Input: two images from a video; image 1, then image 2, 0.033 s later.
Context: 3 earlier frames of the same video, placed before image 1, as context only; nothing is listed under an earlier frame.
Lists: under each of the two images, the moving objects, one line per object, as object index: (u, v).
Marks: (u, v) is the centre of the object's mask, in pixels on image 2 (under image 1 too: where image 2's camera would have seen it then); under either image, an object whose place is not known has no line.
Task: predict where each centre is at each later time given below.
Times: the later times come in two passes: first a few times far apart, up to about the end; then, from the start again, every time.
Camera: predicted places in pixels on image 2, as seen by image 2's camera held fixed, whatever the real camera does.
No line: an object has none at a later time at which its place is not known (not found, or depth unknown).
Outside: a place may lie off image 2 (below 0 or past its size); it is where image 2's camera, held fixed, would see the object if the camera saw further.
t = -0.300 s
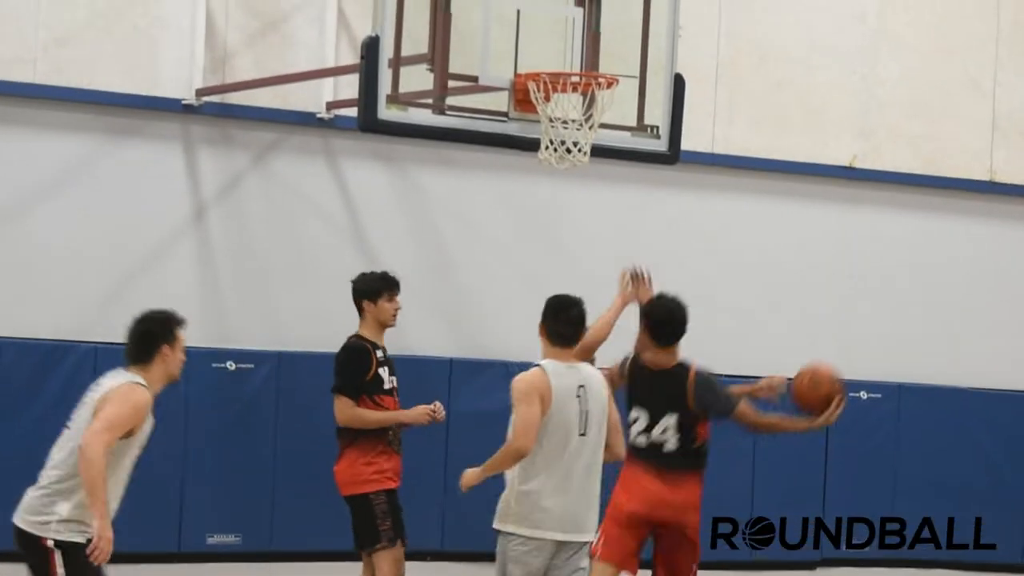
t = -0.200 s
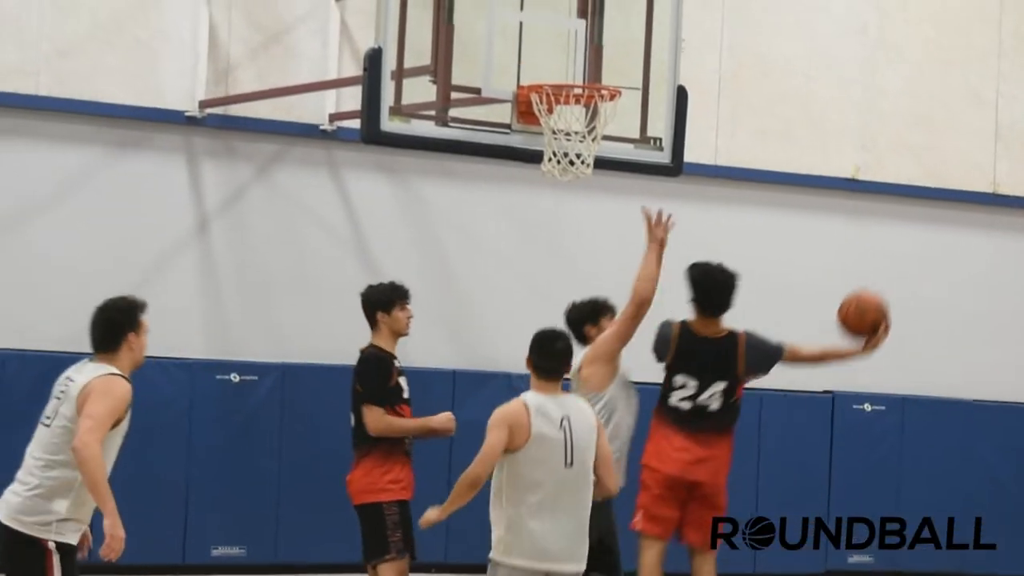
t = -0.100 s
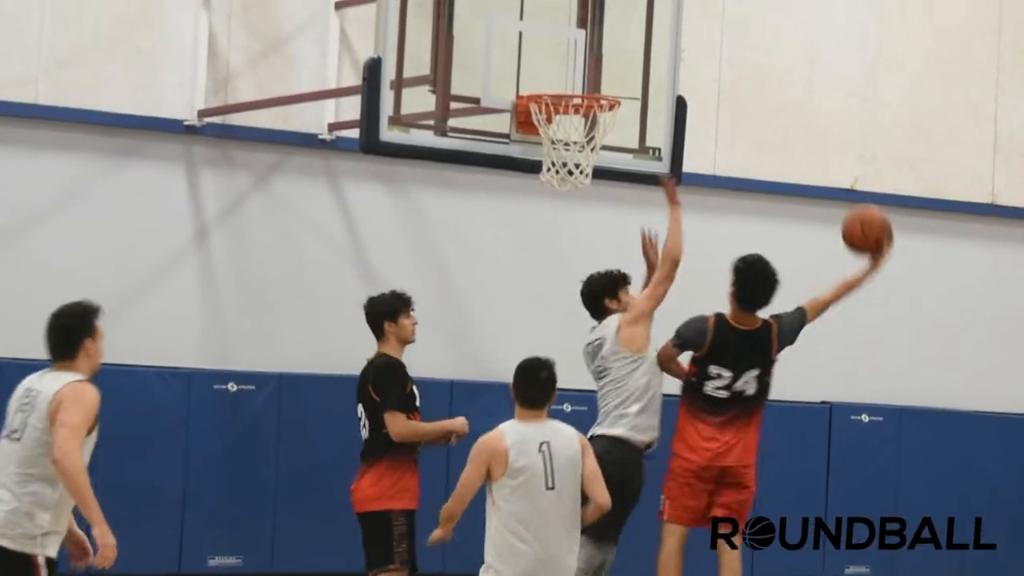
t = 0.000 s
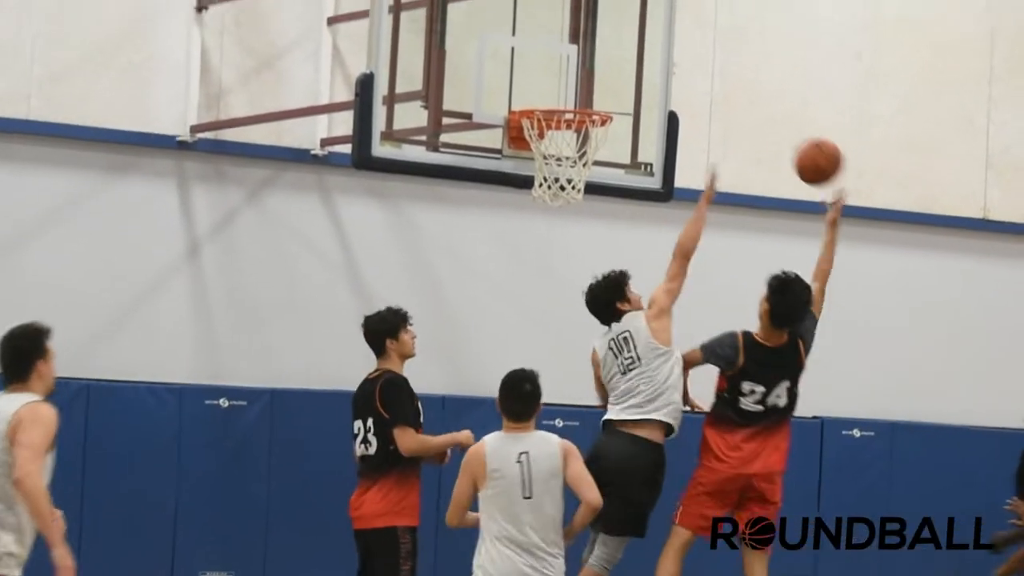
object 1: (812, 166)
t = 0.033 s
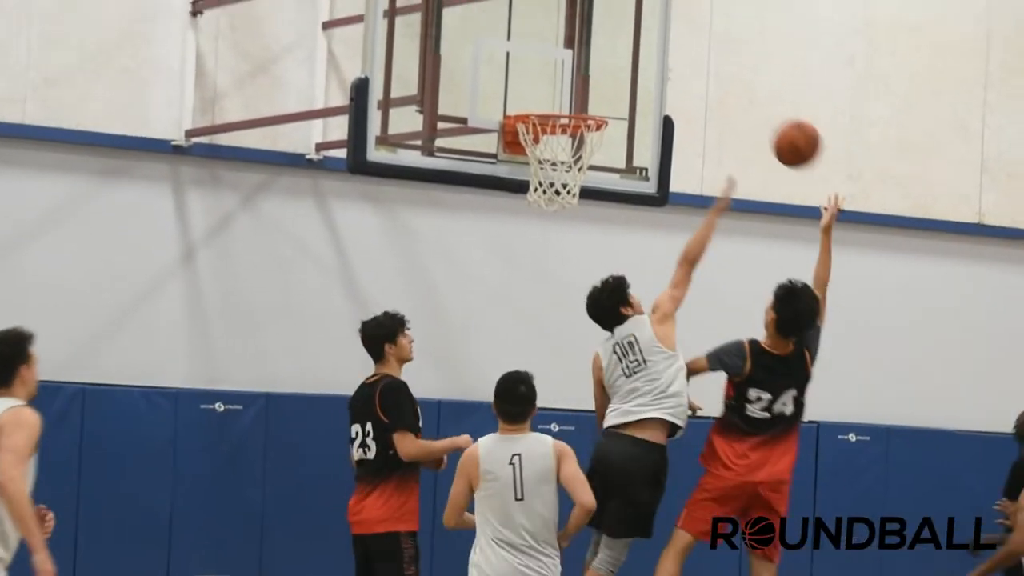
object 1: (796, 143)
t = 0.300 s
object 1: (664, 40)
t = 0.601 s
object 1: (512, 92)
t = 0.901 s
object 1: (509, 93)
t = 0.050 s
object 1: (788, 132)
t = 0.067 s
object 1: (779, 122)
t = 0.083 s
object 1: (771, 113)
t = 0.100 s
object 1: (763, 104)
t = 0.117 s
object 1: (754, 96)
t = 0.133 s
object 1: (746, 88)
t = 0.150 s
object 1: (737, 81)
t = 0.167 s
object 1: (729, 74)
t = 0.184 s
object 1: (721, 68)
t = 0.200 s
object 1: (713, 62)
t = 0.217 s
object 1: (705, 58)
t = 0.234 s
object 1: (697, 53)
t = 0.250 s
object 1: (689, 49)
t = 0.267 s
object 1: (680, 46)
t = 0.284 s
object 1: (672, 43)
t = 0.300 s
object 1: (664, 40)
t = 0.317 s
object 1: (655, 39)
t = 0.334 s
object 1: (647, 38)
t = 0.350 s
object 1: (638, 37)
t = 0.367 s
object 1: (629, 37)
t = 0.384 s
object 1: (622, 38)
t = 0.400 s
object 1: (613, 39)
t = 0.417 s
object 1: (604, 40)
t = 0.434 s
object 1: (597, 42)
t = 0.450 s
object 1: (588, 44)
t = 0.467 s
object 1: (580, 47)
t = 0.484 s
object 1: (572, 51)
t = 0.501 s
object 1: (563, 56)
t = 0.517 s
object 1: (554, 61)
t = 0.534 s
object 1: (545, 66)
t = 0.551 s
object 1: (537, 71)
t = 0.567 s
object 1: (530, 78)
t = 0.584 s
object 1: (521, 84)
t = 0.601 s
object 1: (512, 92)
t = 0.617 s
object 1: (505, 97)
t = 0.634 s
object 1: (501, 98)
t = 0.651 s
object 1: (502, 95)
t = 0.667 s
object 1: (503, 94)
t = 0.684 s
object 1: (505, 92)
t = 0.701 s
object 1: (506, 92)
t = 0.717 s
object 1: (508, 91)
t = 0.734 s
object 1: (509, 91)
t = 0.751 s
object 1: (510, 91)
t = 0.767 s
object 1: (510, 90)
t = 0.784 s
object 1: (511, 90)
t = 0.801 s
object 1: (511, 90)
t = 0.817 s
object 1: (511, 91)
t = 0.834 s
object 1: (511, 91)
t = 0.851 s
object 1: (510, 91)
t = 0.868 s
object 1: (510, 92)
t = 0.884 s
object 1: (510, 93)
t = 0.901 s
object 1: (509, 93)
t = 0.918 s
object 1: (508, 95)
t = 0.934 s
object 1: (508, 97)
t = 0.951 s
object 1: (507, 100)
